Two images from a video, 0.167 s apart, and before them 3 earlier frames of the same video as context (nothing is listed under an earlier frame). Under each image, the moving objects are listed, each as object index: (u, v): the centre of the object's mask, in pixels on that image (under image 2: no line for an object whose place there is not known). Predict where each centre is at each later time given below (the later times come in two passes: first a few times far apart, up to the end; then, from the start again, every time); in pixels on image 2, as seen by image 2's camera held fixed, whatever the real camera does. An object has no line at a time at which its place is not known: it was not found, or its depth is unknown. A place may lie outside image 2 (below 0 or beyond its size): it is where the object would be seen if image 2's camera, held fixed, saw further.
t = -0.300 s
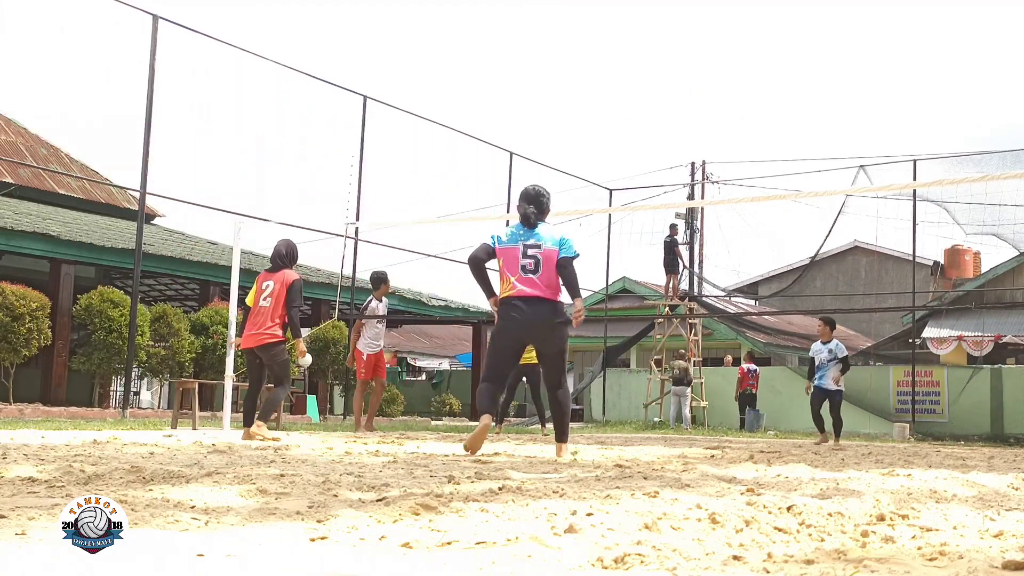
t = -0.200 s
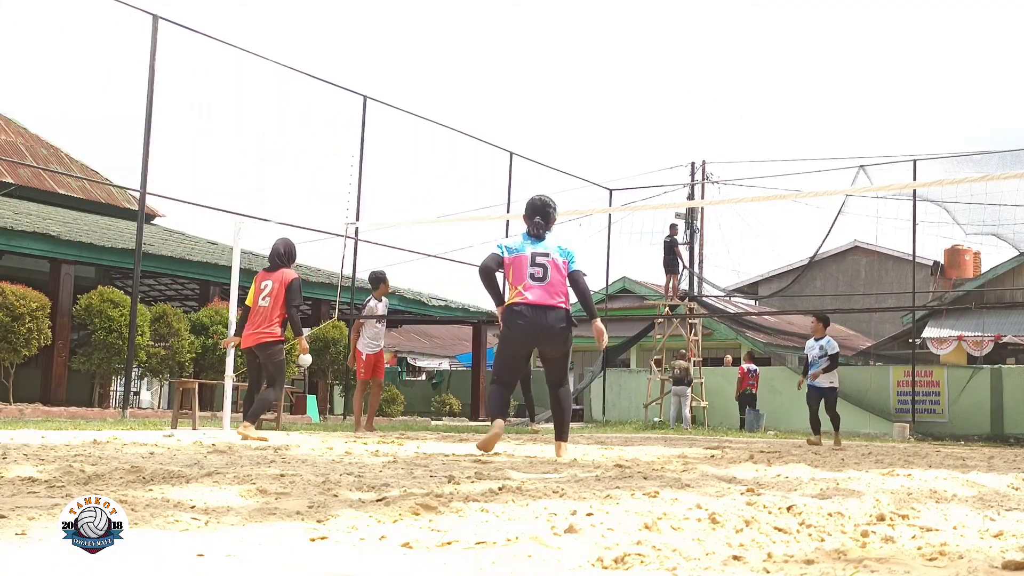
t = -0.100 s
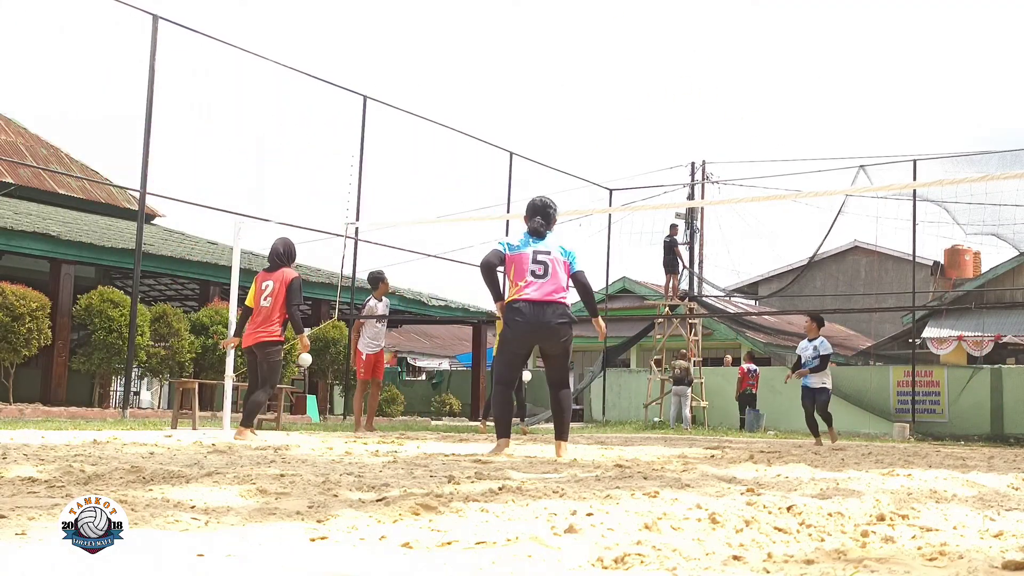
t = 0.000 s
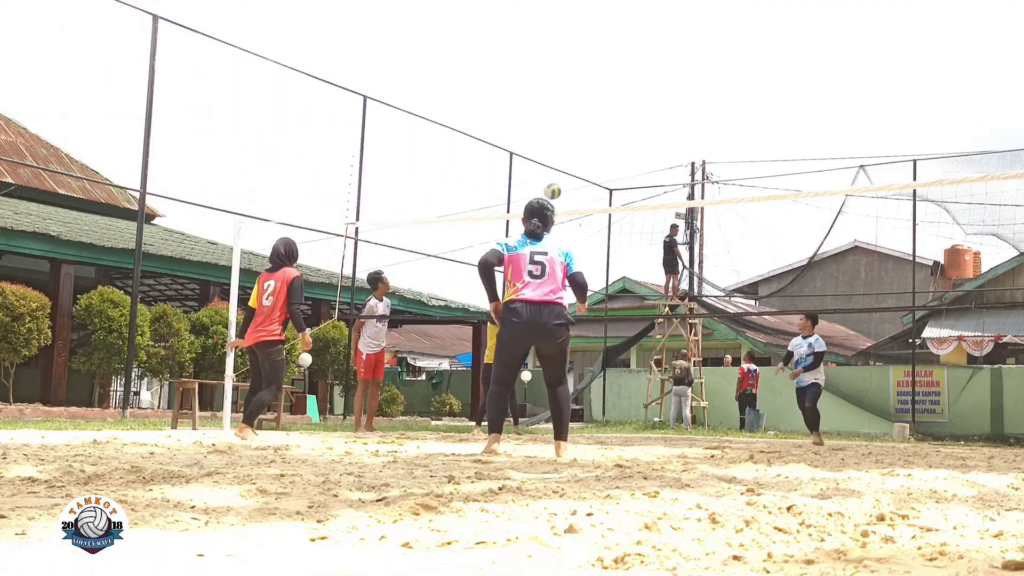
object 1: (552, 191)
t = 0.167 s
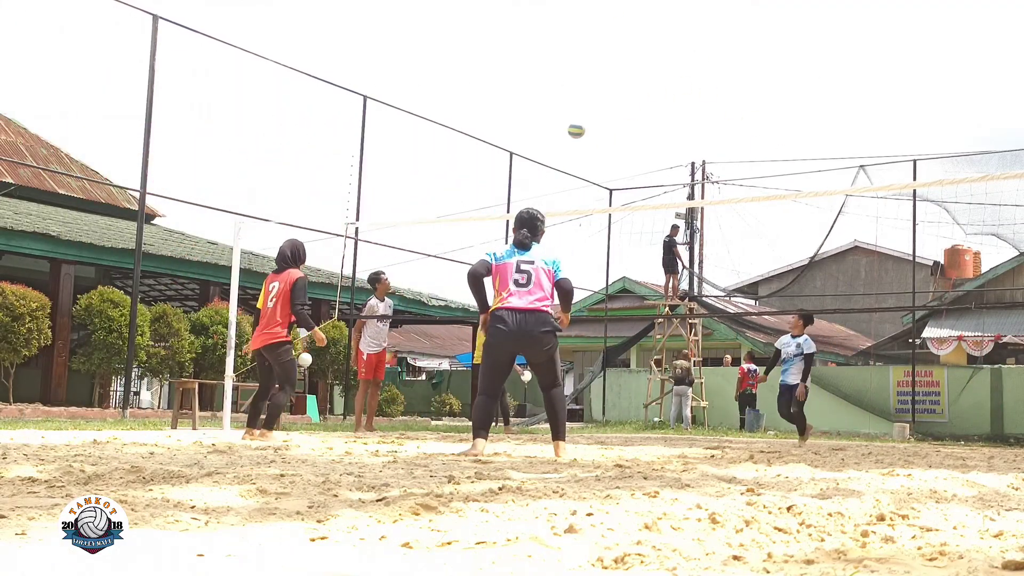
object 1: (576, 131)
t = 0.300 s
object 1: (595, 96)
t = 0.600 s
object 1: (640, 68)
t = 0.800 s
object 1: (671, 93)
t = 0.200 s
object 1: (580, 121)
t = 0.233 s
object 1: (586, 111)
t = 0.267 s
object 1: (590, 103)
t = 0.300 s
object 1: (595, 96)
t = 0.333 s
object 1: (600, 89)
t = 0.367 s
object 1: (605, 83)
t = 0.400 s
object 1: (610, 78)
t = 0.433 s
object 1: (615, 74)
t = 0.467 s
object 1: (621, 72)
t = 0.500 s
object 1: (625, 69)
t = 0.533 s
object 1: (630, 69)
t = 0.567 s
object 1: (635, 67)
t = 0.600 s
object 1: (640, 68)
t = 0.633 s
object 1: (645, 69)
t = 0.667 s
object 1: (651, 72)
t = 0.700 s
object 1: (656, 75)
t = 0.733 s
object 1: (661, 80)
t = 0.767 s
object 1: (666, 86)
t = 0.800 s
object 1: (671, 93)
